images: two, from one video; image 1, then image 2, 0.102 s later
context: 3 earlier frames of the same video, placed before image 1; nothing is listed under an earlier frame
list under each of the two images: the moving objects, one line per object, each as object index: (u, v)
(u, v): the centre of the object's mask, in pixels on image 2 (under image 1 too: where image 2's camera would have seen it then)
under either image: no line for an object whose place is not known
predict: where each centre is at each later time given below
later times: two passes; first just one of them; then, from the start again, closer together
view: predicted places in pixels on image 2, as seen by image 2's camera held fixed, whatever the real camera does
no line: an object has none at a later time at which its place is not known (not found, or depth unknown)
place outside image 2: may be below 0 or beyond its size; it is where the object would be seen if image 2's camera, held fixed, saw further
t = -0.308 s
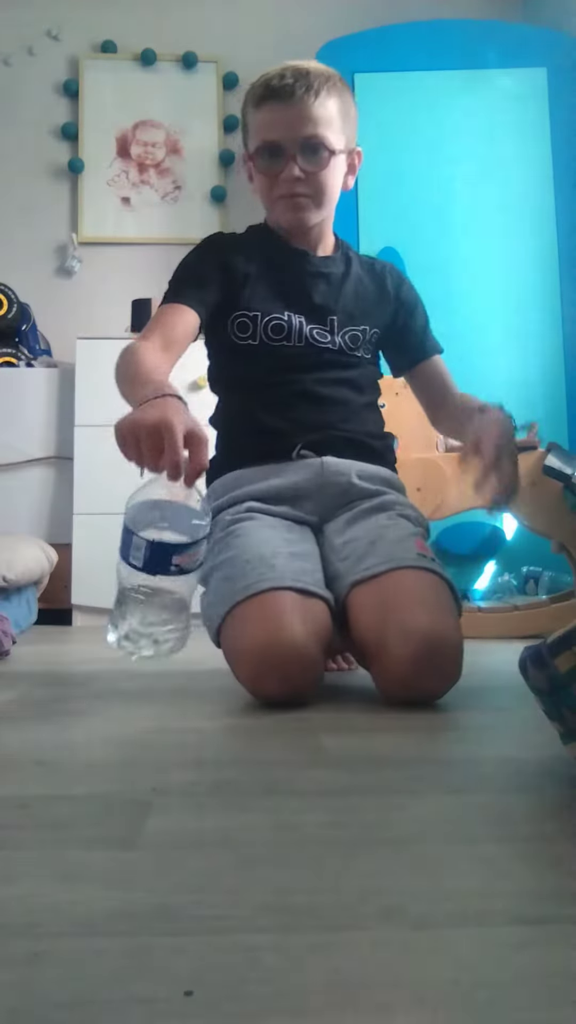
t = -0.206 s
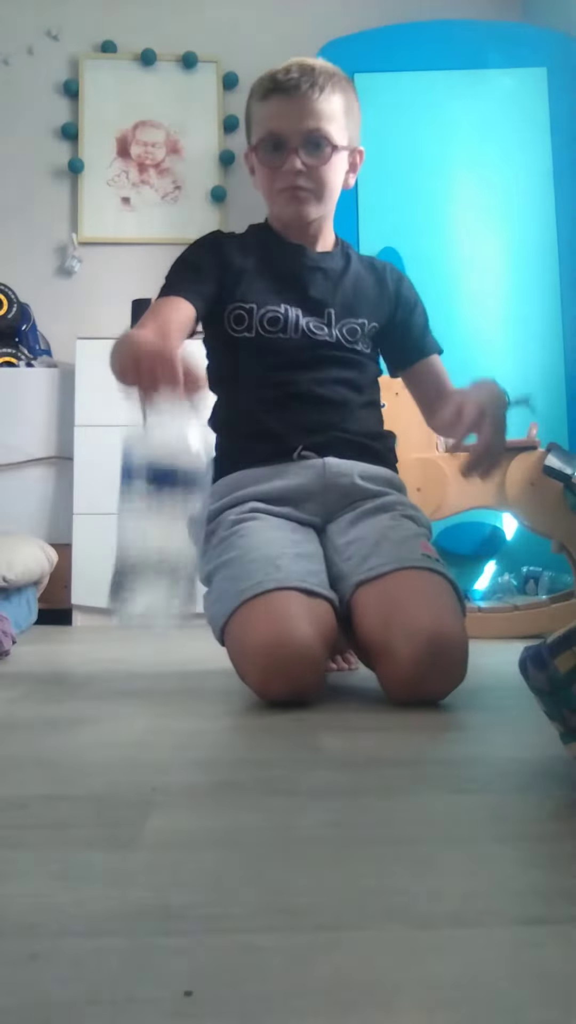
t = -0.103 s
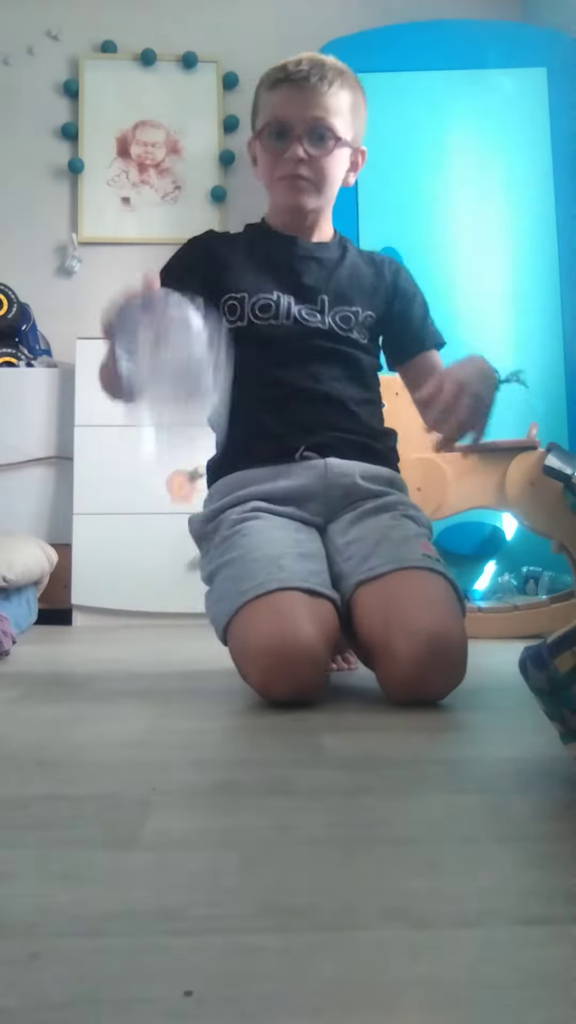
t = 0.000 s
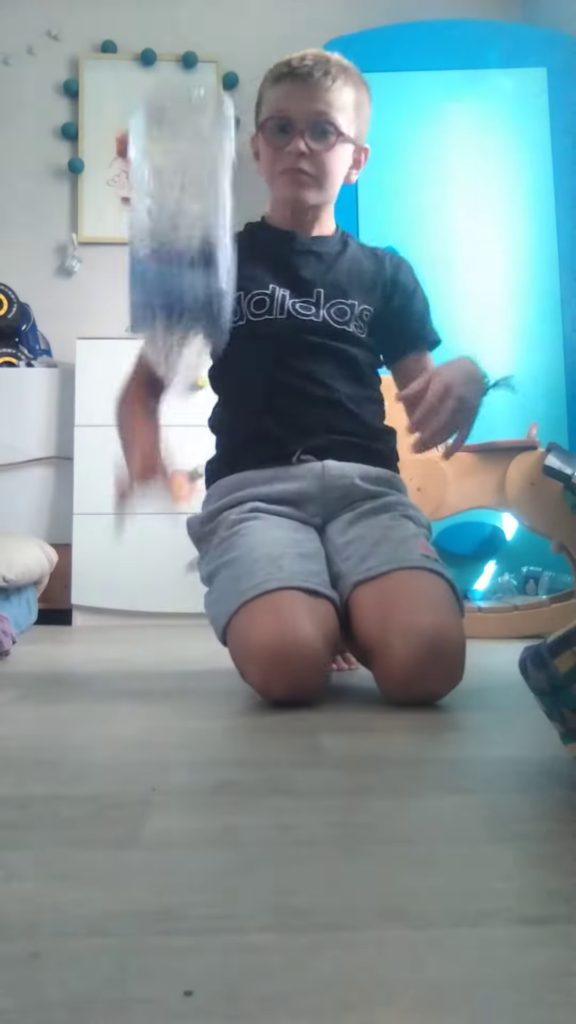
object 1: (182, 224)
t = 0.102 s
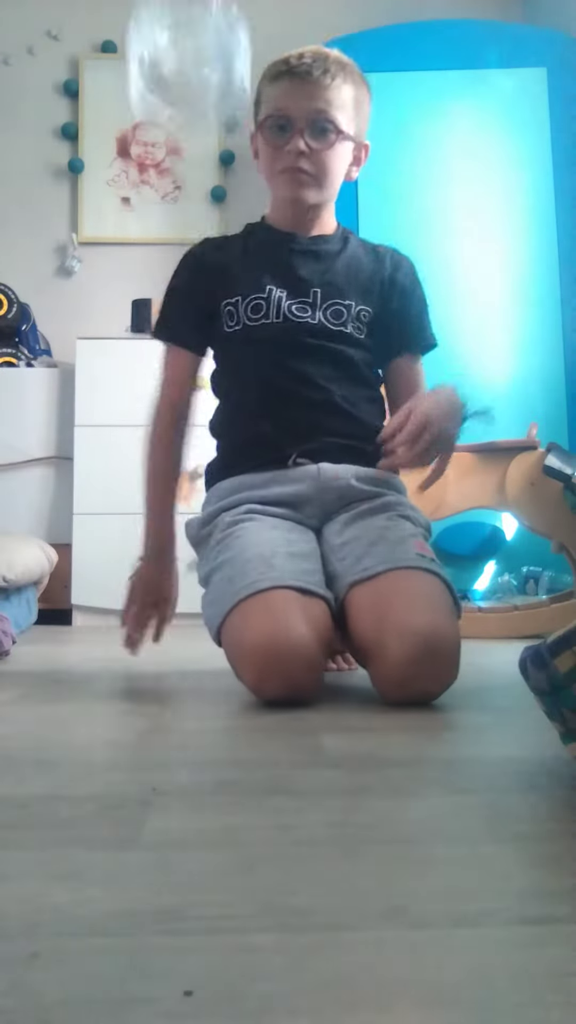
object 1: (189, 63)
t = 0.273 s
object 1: (196, 152)
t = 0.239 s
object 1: (193, 112)
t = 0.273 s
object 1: (196, 152)
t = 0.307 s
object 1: (198, 220)
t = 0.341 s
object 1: (198, 312)
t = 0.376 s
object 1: (197, 430)
